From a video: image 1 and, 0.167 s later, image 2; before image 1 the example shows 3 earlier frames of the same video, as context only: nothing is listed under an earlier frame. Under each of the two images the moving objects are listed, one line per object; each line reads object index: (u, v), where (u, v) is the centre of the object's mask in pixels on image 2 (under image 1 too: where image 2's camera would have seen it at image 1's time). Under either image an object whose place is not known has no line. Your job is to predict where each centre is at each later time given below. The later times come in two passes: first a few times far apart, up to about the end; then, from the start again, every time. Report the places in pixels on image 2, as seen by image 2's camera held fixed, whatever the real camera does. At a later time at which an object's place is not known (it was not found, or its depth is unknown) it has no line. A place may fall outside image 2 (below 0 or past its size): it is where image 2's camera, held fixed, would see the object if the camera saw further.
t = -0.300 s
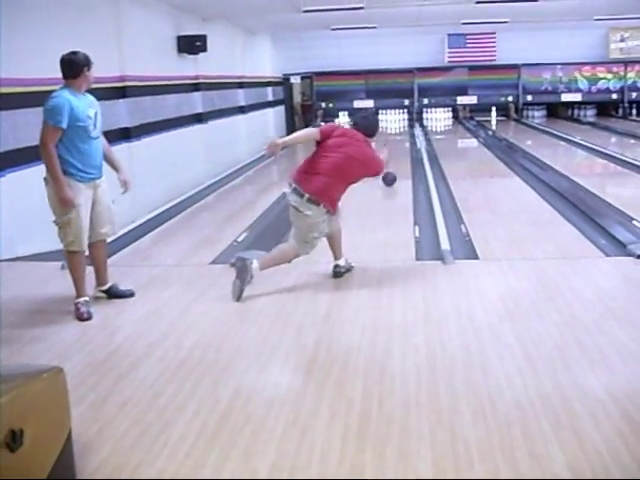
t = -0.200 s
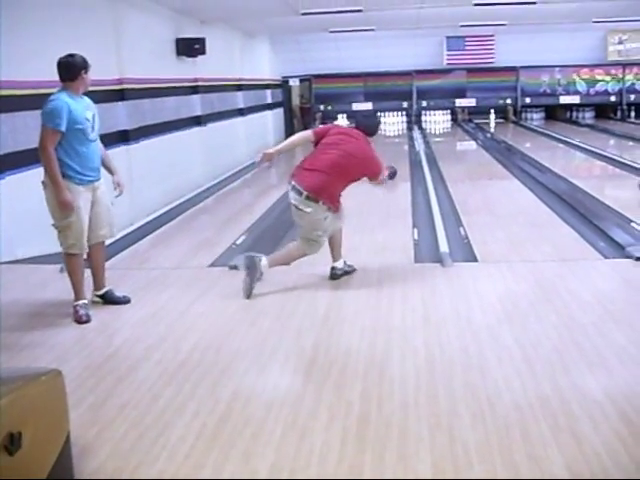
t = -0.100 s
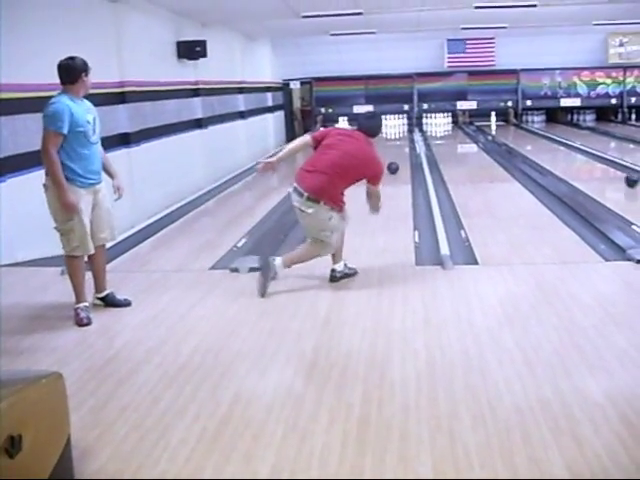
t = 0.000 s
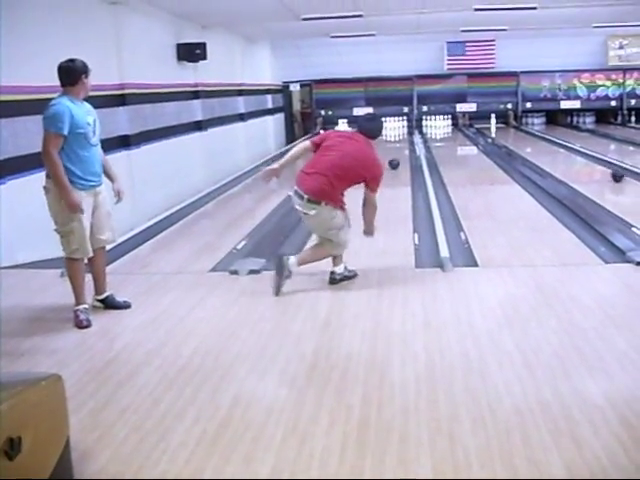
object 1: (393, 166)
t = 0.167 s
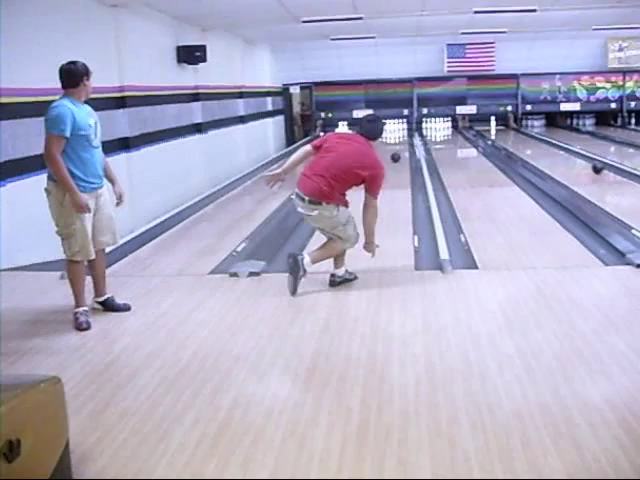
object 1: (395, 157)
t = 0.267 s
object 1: (396, 153)
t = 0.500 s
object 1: (397, 145)
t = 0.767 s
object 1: (396, 138)
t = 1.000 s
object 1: (396, 135)
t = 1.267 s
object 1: (395, 132)
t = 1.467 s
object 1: (396, 130)
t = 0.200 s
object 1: (395, 156)
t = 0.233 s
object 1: (395, 154)
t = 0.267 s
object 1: (396, 153)
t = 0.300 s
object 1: (396, 151)
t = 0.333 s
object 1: (396, 150)
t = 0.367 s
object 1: (396, 149)
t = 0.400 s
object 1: (396, 148)
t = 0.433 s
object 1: (396, 147)
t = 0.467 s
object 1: (396, 146)
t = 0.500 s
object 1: (397, 145)
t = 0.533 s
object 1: (397, 144)
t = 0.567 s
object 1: (397, 143)
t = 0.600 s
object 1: (397, 143)
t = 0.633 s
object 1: (397, 142)
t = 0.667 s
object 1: (396, 141)
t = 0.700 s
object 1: (396, 140)
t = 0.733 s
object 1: (396, 139)
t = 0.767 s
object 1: (396, 138)
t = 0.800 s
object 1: (397, 137)
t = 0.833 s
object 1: (397, 136)
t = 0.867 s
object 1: (396, 136)
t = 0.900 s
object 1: (396, 136)
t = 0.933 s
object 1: (396, 136)
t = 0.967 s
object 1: (396, 136)
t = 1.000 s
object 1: (396, 135)
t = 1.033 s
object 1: (396, 135)
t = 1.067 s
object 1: (396, 134)
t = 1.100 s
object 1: (396, 134)
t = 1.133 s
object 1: (396, 134)
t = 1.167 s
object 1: (396, 134)
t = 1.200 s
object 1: (396, 133)
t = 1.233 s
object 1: (395, 133)
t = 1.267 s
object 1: (395, 132)
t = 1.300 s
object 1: (395, 132)
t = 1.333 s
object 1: (395, 131)
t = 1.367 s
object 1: (395, 131)
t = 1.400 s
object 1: (396, 131)
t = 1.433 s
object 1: (396, 129)
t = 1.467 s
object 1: (396, 130)
